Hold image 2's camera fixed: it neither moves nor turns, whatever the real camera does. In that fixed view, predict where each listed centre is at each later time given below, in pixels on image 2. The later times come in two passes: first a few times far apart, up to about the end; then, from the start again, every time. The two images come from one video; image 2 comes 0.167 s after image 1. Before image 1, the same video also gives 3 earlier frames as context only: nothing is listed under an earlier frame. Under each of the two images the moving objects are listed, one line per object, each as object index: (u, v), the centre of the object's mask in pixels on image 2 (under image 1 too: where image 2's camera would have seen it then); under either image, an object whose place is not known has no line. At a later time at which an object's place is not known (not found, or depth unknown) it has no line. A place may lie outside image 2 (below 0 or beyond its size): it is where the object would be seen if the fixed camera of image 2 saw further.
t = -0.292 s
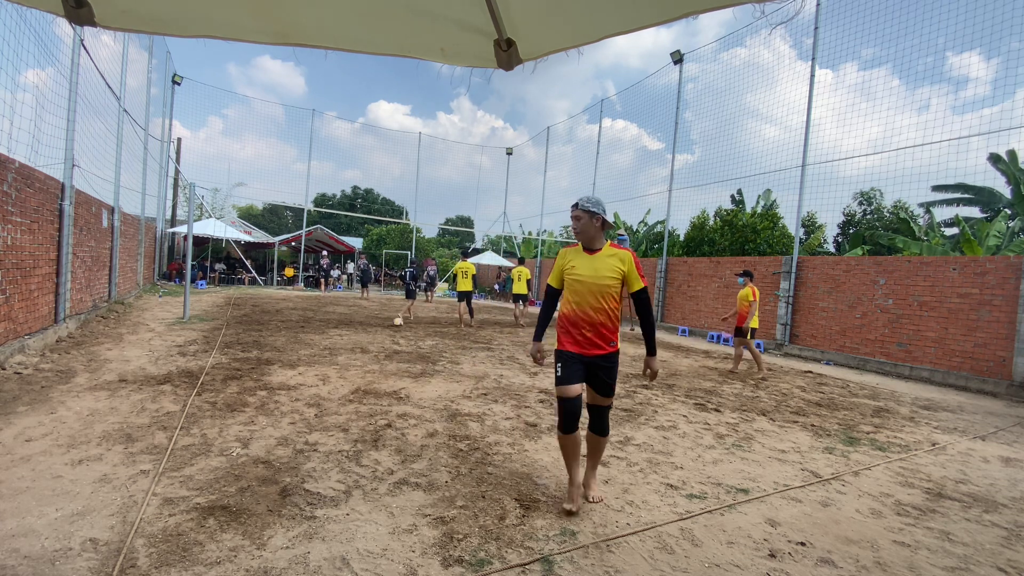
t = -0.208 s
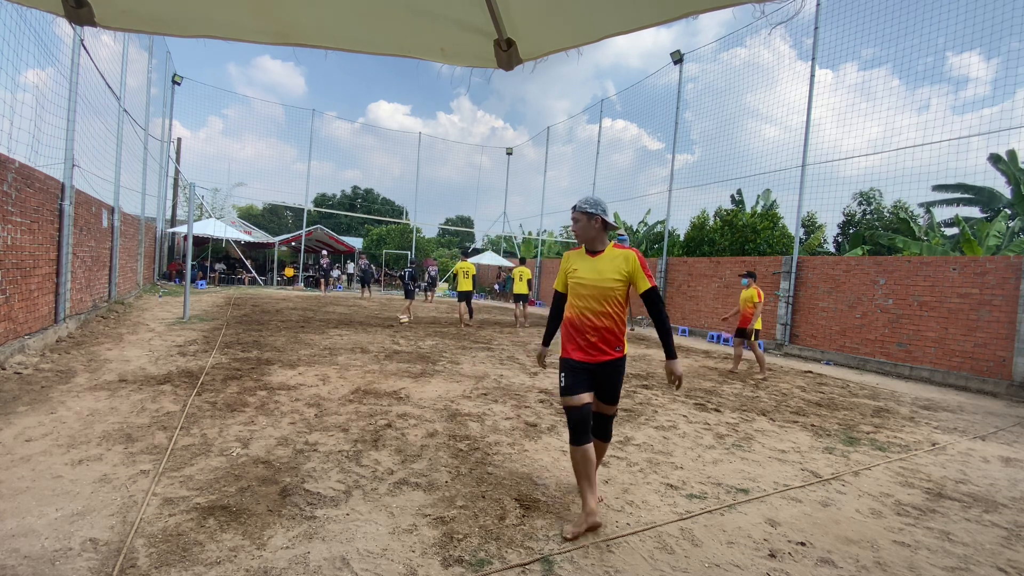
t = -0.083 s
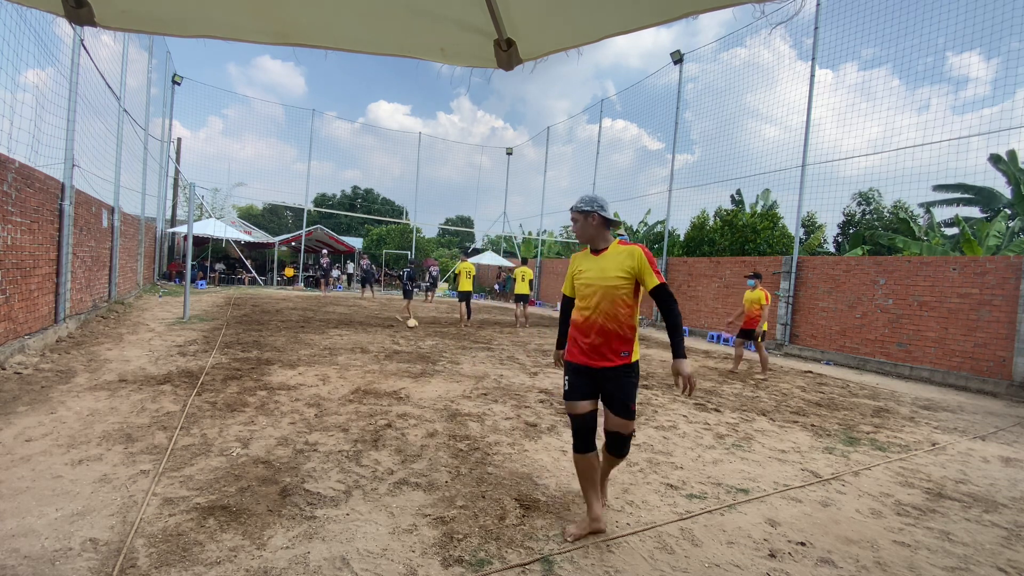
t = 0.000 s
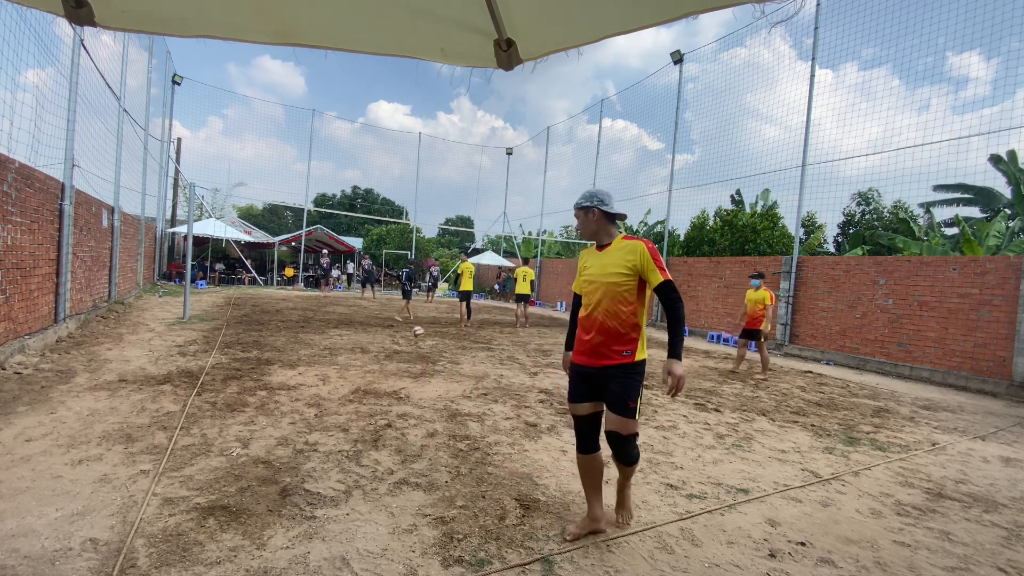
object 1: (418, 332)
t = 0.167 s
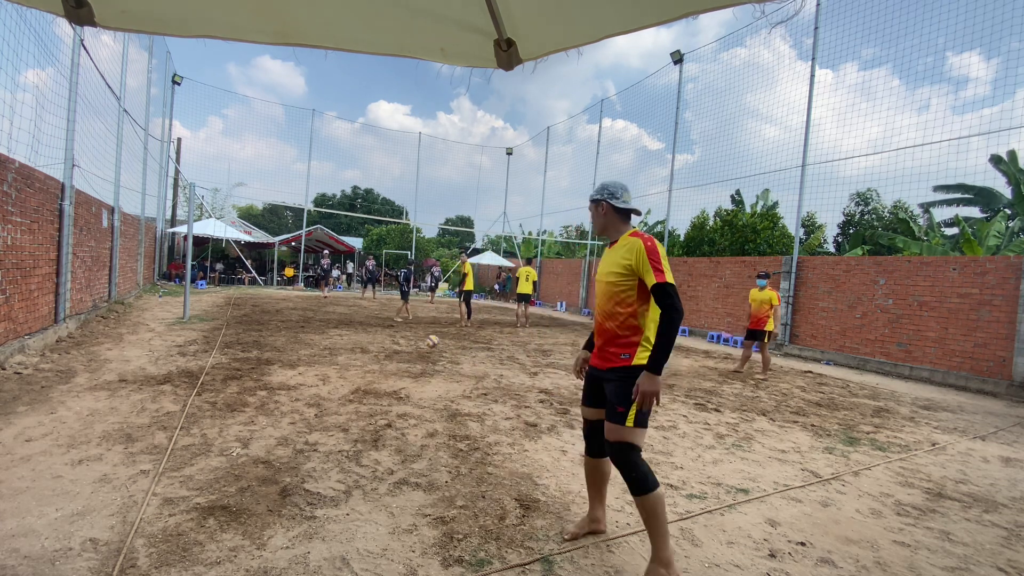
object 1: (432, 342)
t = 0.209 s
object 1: (436, 344)
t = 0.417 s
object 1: (458, 359)
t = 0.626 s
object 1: (483, 377)
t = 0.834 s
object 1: (520, 394)
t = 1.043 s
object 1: (569, 423)
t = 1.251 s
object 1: (639, 479)
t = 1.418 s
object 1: (729, 532)
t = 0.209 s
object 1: (436, 344)
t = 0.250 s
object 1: (440, 347)
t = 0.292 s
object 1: (445, 352)
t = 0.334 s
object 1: (449, 355)
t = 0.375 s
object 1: (453, 357)
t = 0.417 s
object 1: (458, 359)
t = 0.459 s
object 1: (462, 364)
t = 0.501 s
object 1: (468, 369)
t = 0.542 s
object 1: (473, 370)
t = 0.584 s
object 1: (478, 373)
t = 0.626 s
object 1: (483, 377)
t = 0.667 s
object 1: (489, 384)
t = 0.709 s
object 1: (497, 387)
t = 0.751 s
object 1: (504, 386)
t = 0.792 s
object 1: (512, 389)
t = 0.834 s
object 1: (520, 394)
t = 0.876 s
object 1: (529, 399)
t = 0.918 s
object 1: (539, 409)
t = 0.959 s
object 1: (549, 421)
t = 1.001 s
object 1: (559, 420)
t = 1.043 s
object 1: (569, 423)
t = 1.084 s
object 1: (581, 427)
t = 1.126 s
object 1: (594, 435)
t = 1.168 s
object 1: (607, 445)
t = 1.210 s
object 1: (623, 460)
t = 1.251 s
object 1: (639, 479)
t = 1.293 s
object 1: (657, 492)
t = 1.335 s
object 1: (679, 500)
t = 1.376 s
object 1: (703, 513)
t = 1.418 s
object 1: (729, 532)
